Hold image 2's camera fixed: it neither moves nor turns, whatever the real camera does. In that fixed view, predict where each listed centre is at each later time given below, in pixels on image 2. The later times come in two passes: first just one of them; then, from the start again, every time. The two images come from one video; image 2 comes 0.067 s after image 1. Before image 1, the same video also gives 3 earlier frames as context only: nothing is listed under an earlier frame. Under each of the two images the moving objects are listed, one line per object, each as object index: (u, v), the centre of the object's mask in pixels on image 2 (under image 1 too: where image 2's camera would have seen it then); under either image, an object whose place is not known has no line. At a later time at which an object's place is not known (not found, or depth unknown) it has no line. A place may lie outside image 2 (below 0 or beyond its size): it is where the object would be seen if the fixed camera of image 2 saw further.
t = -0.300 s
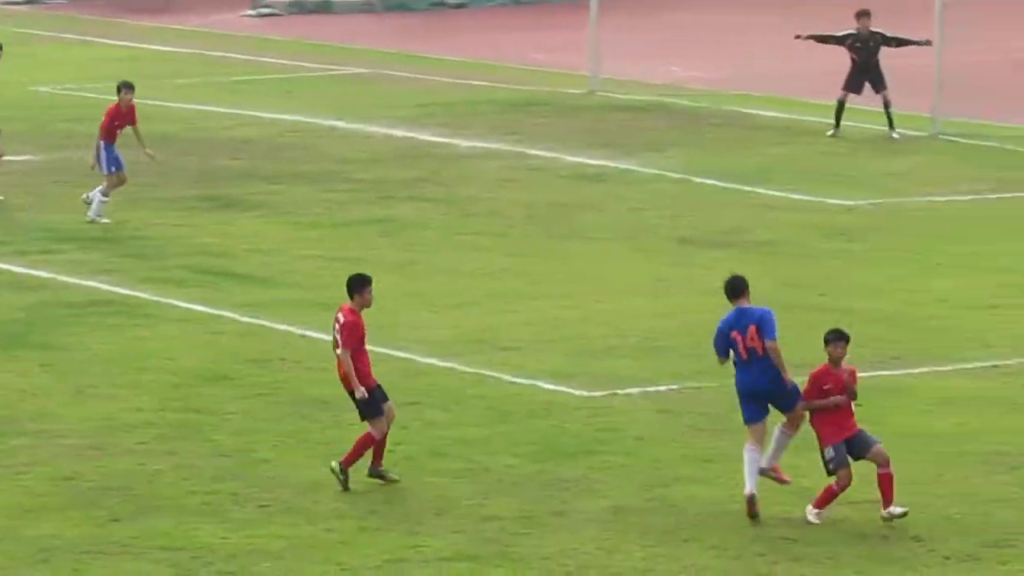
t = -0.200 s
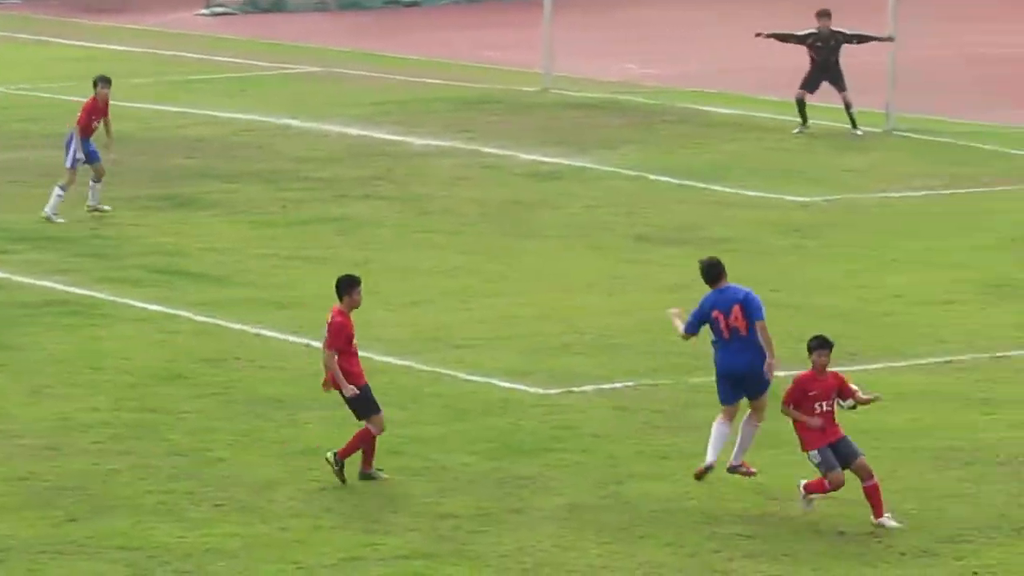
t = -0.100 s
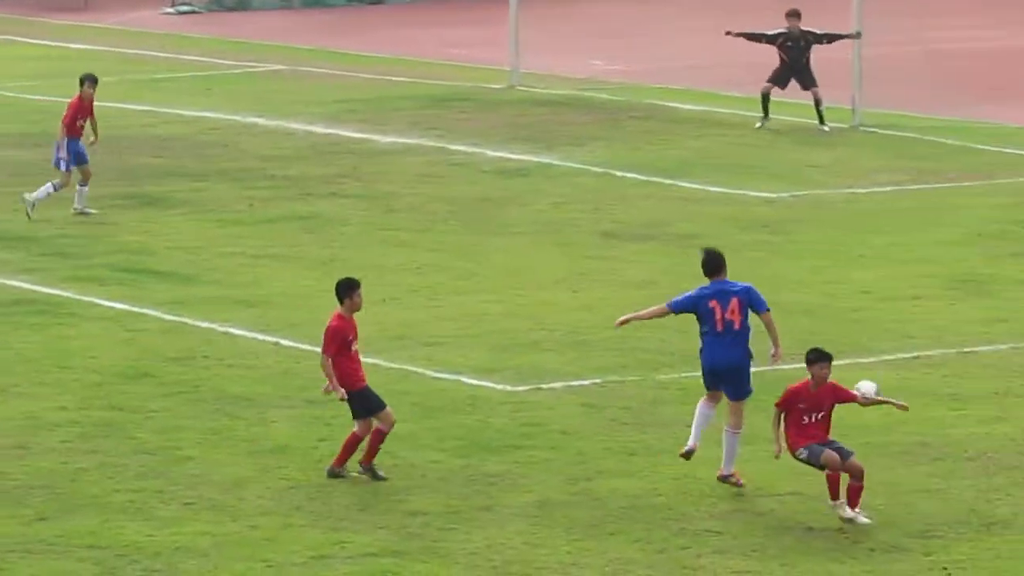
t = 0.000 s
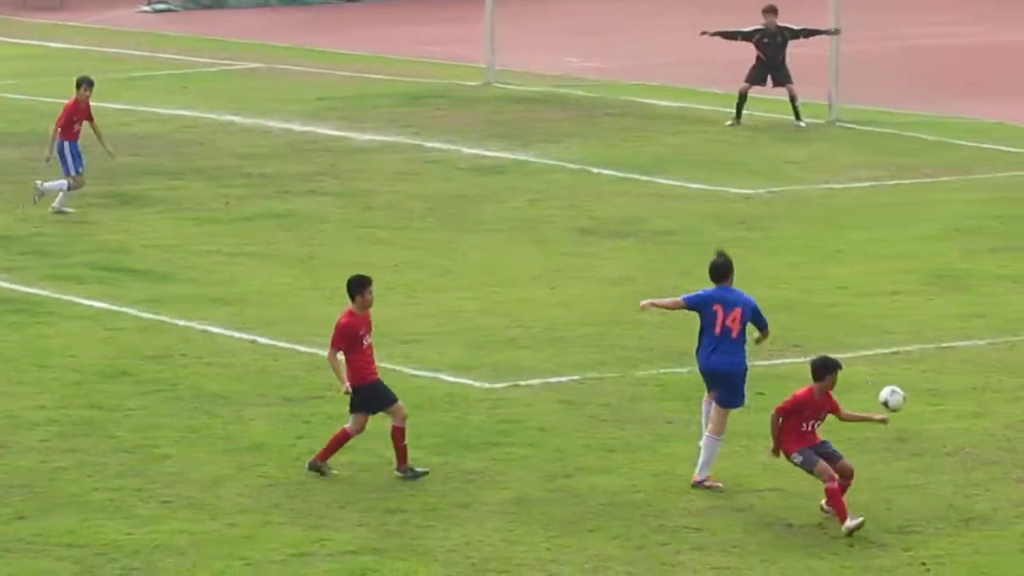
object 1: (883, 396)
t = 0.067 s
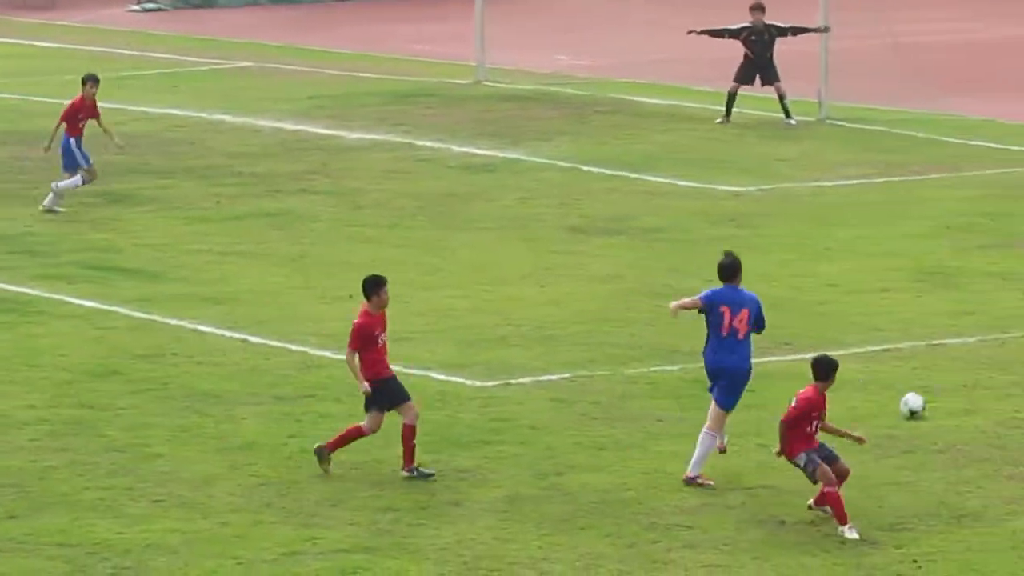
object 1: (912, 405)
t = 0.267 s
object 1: (990, 335)
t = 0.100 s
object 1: (926, 390)
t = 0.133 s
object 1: (938, 376)
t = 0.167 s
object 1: (952, 364)
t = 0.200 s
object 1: (964, 353)
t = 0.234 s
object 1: (977, 342)
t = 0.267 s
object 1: (990, 335)
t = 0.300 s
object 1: (1003, 328)
